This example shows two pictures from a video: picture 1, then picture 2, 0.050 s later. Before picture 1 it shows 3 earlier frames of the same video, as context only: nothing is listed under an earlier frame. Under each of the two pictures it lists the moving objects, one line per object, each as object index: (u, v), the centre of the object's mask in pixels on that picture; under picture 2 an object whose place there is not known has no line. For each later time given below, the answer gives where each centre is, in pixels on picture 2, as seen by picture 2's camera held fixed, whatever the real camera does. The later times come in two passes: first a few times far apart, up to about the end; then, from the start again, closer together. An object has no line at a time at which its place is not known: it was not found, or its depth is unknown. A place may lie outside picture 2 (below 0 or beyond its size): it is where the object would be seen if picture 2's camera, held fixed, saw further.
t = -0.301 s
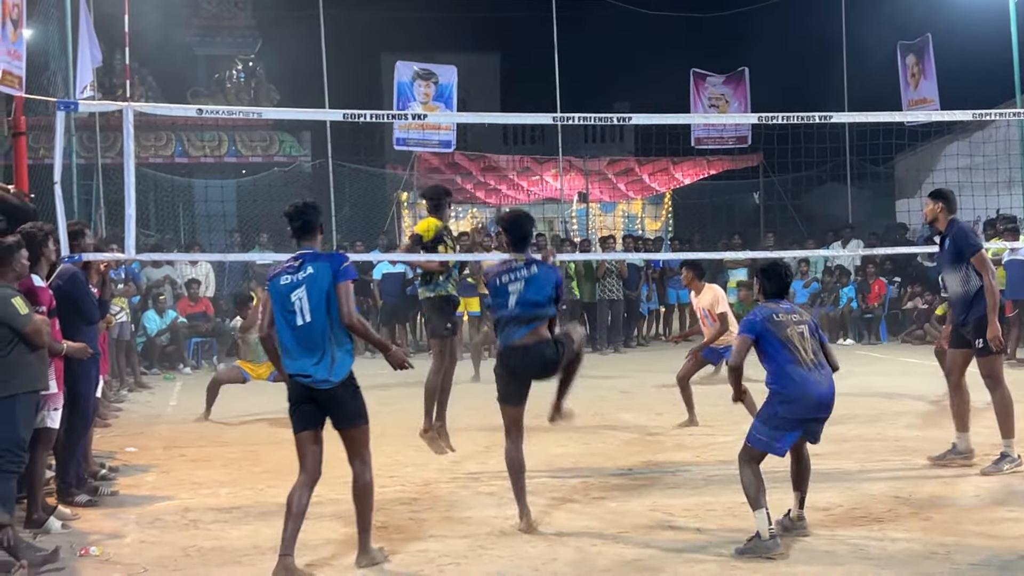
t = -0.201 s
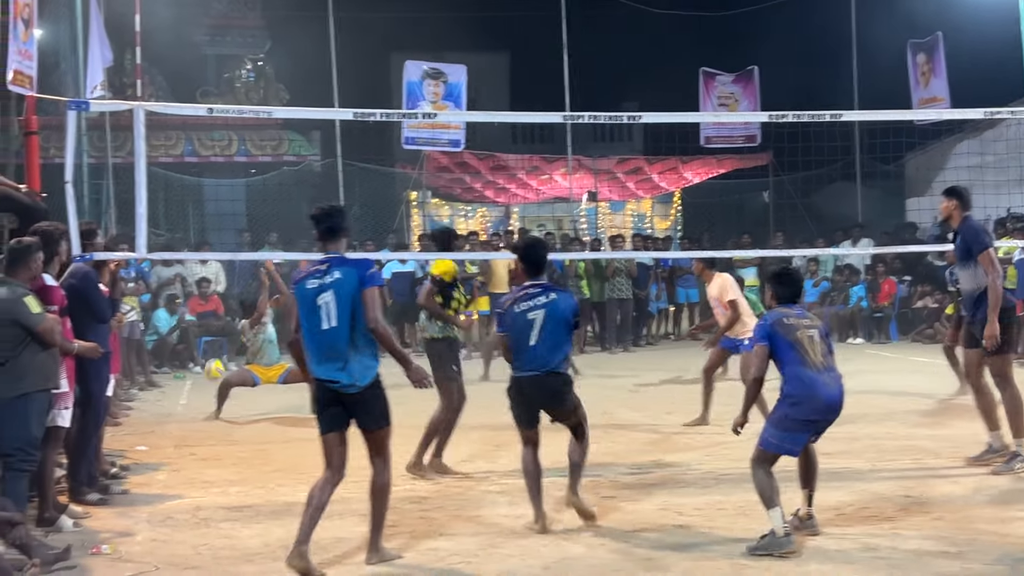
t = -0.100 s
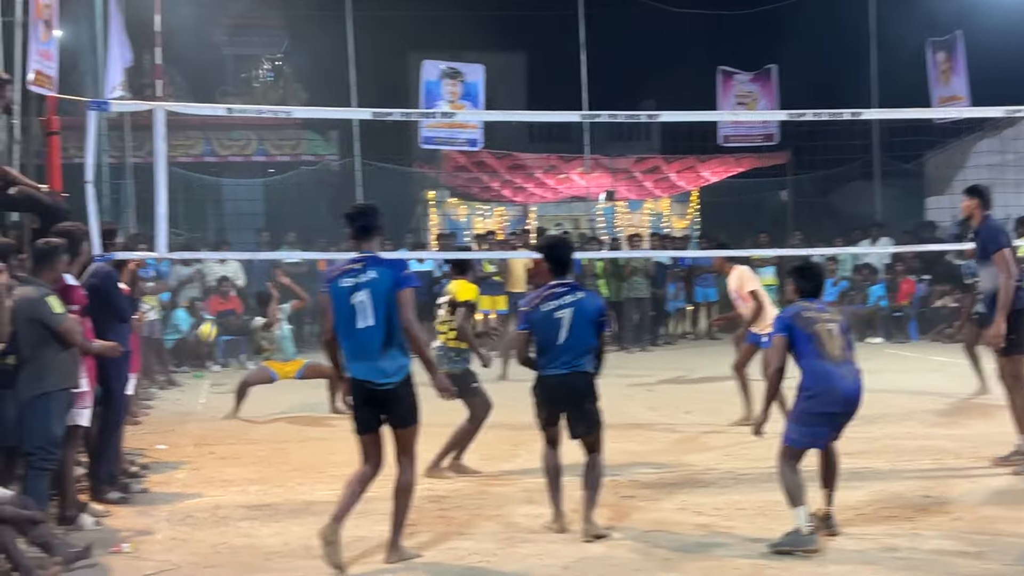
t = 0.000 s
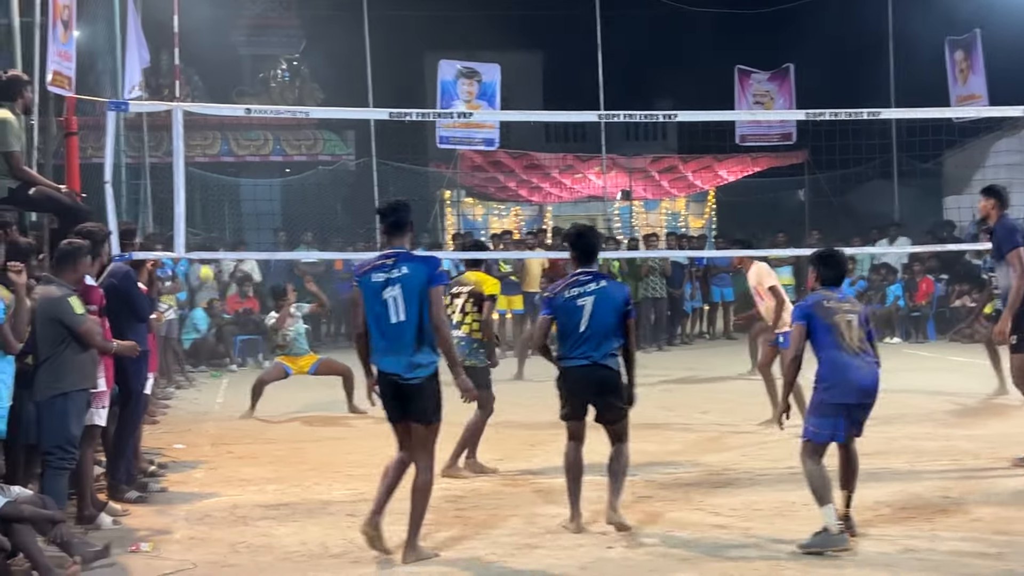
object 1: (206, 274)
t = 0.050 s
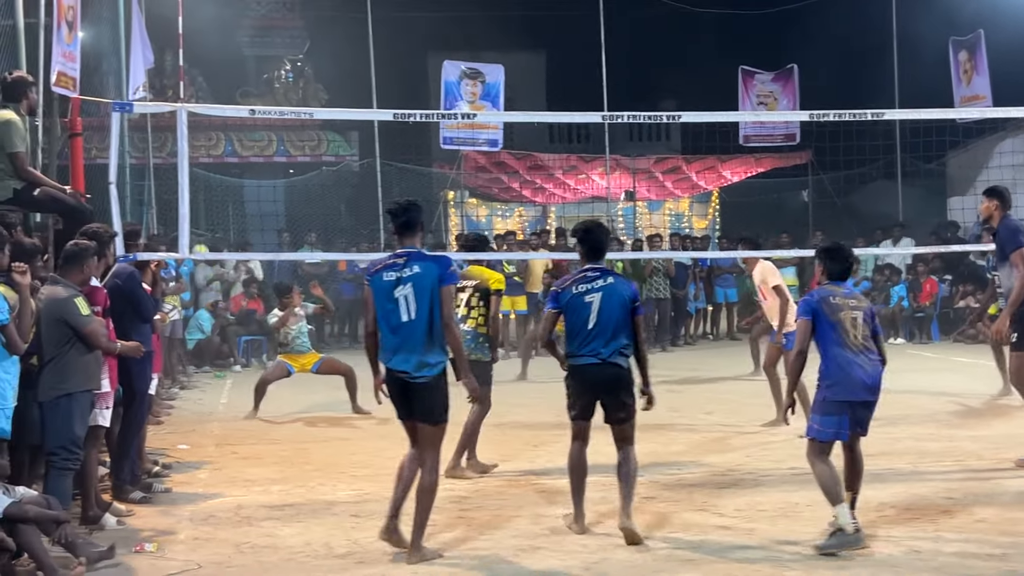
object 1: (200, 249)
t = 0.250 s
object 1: (195, 182)
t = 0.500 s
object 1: (285, 150)
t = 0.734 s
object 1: (370, 159)
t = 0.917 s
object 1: (436, 192)
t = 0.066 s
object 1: (198, 245)
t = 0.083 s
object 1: (197, 240)
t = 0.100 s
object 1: (195, 235)
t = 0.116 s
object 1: (194, 230)
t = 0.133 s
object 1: (193, 225)
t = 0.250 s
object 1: (195, 182)
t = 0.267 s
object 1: (198, 177)
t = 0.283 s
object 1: (203, 174)
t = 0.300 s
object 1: (210, 172)
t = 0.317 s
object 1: (216, 169)
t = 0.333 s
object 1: (222, 165)
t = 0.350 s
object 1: (229, 164)
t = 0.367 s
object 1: (235, 161)
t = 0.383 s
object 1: (242, 159)
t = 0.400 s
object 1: (248, 157)
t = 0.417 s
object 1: (254, 155)
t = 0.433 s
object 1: (260, 153)
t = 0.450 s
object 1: (266, 152)
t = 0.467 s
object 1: (272, 152)
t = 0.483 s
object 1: (280, 150)
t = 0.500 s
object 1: (285, 150)
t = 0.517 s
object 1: (291, 150)
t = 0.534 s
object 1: (297, 149)
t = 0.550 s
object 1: (303, 149)
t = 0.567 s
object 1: (309, 149)
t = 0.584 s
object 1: (315, 149)
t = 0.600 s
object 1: (321, 149)
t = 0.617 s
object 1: (327, 149)
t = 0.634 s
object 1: (334, 150)
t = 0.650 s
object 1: (340, 151)
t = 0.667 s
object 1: (346, 153)
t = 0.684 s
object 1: (352, 154)
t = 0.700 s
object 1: (358, 156)
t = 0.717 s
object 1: (364, 158)
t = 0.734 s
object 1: (370, 159)
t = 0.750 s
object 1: (376, 162)
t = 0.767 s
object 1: (382, 164)
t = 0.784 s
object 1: (388, 166)
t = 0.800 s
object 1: (394, 168)
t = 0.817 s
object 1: (400, 171)
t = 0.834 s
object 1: (406, 174)
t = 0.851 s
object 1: (411, 178)
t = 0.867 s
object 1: (418, 181)
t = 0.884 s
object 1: (424, 184)
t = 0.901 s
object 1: (430, 188)
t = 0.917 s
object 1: (436, 192)
